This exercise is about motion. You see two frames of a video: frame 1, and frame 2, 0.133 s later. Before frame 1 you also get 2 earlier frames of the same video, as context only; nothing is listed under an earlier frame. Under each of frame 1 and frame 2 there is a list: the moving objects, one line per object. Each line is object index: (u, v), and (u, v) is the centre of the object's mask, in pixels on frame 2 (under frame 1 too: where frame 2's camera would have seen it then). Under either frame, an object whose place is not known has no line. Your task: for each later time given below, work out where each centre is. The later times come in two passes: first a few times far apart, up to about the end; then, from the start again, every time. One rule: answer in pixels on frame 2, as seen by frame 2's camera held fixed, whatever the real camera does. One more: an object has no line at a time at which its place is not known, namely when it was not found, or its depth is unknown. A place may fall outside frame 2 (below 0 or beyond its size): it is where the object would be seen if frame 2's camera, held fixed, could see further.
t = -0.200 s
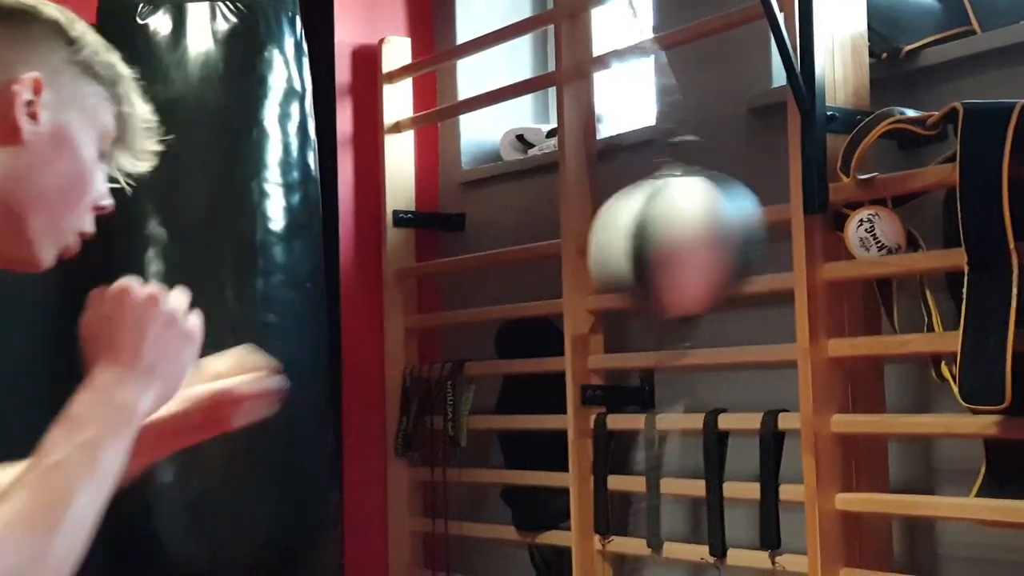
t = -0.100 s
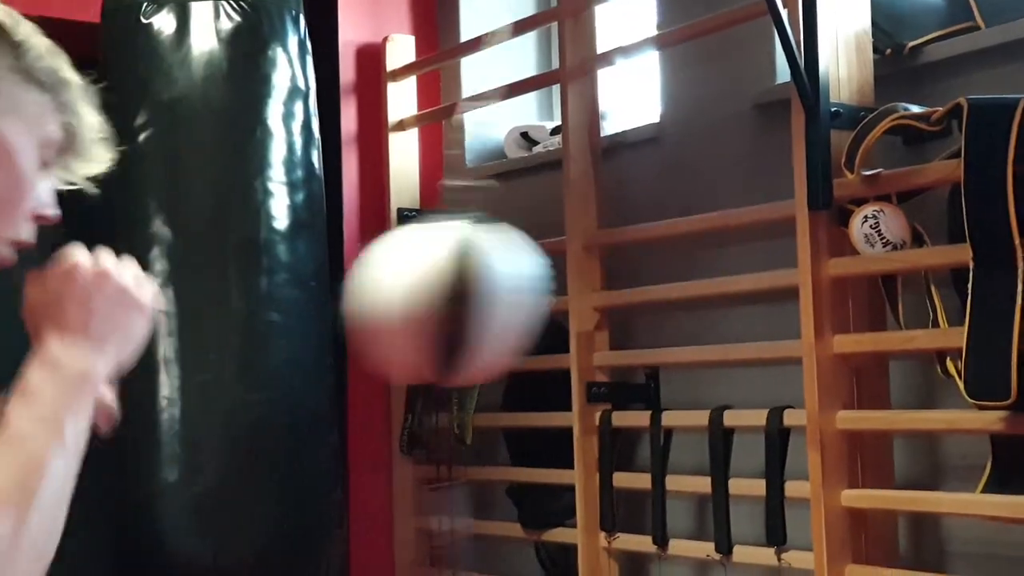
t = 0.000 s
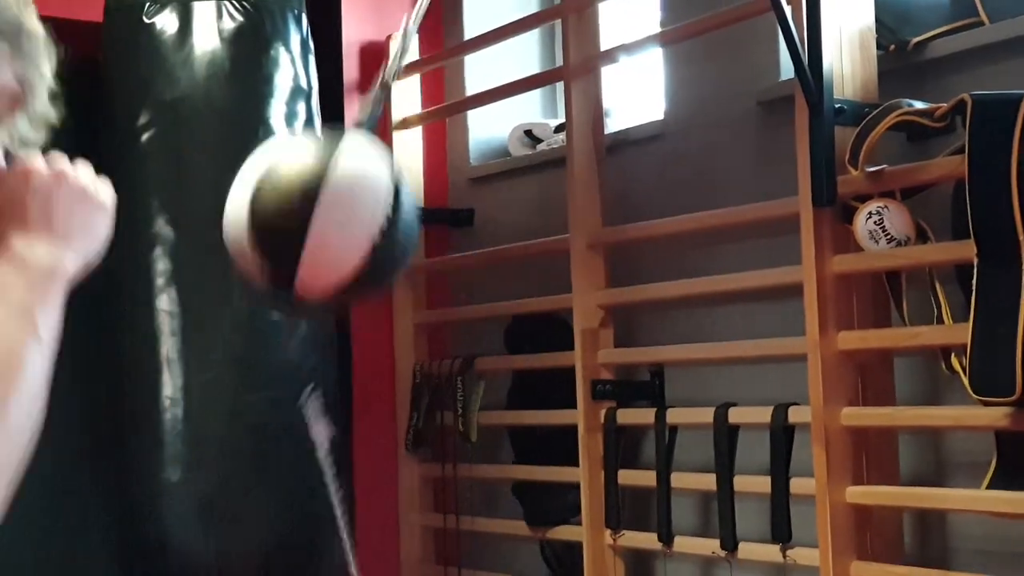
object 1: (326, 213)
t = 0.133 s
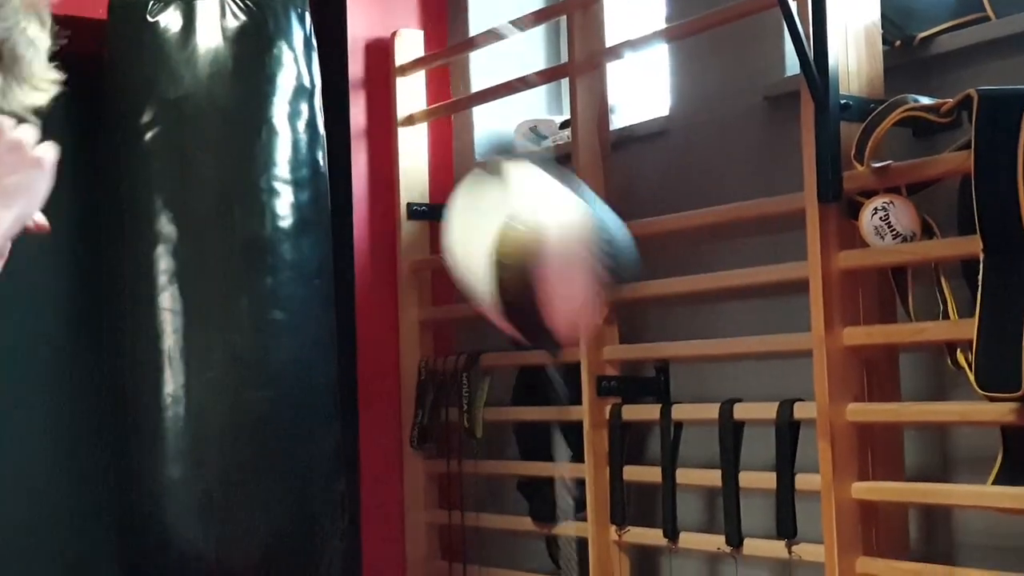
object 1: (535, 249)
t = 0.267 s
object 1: (696, 275)
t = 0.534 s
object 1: (473, 307)
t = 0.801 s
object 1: (596, 326)
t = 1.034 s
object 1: (601, 316)
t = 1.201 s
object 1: (488, 219)
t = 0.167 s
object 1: (599, 305)
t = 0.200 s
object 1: (654, 332)
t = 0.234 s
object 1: (685, 317)
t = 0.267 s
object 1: (696, 275)
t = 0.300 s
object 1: (687, 226)
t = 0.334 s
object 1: (662, 191)
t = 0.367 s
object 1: (637, 185)
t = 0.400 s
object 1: (601, 219)
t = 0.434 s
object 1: (564, 284)
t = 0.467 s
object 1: (529, 334)
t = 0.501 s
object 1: (492, 343)
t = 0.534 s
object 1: (473, 307)
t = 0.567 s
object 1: (466, 249)
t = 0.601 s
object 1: (471, 199)
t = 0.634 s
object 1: (487, 177)
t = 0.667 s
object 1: (503, 201)
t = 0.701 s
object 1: (523, 254)
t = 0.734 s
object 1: (549, 312)
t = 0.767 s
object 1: (575, 339)
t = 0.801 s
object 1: (596, 326)
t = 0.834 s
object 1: (611, 277)
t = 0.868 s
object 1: (621, 235)
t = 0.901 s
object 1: (628, 205)
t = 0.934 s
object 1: (629, 208)
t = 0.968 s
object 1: (629, 245)
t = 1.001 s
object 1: (619, 287)
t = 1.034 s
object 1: (601, 316)
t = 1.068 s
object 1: (575, 311)
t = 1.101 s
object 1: (551, 280)
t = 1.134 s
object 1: (526, 246)
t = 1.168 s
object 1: (504, 222)
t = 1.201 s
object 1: (488, 219)
